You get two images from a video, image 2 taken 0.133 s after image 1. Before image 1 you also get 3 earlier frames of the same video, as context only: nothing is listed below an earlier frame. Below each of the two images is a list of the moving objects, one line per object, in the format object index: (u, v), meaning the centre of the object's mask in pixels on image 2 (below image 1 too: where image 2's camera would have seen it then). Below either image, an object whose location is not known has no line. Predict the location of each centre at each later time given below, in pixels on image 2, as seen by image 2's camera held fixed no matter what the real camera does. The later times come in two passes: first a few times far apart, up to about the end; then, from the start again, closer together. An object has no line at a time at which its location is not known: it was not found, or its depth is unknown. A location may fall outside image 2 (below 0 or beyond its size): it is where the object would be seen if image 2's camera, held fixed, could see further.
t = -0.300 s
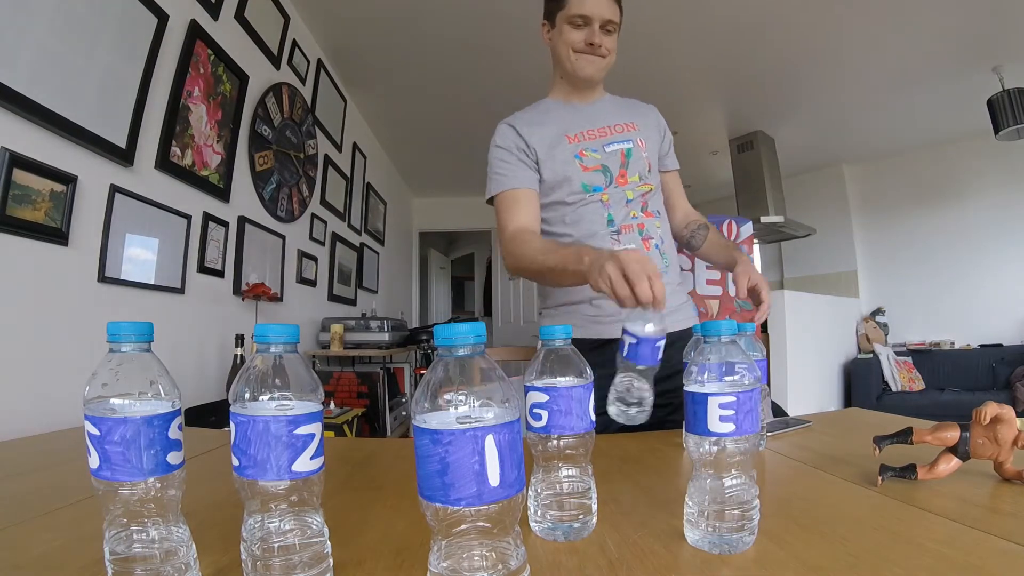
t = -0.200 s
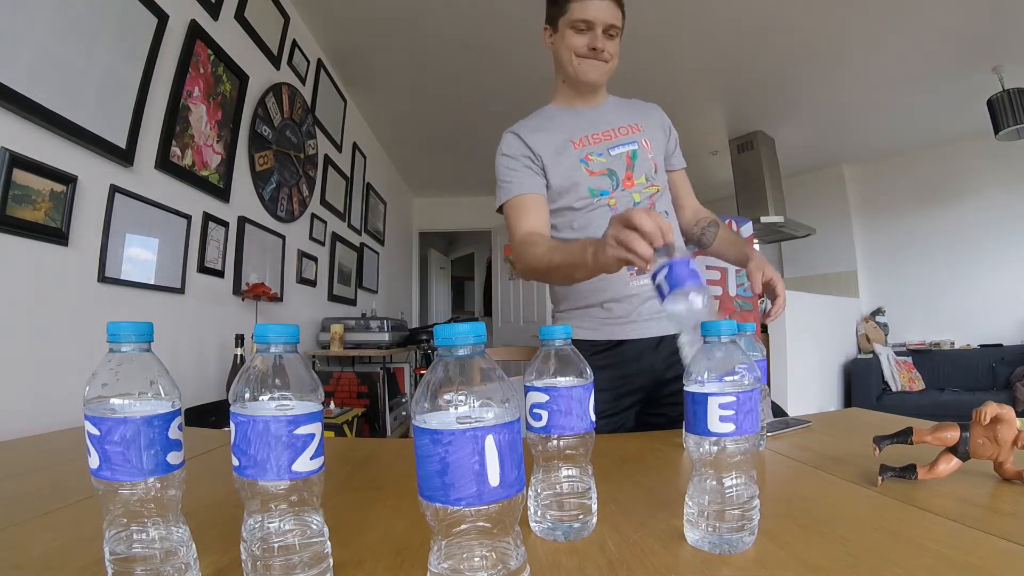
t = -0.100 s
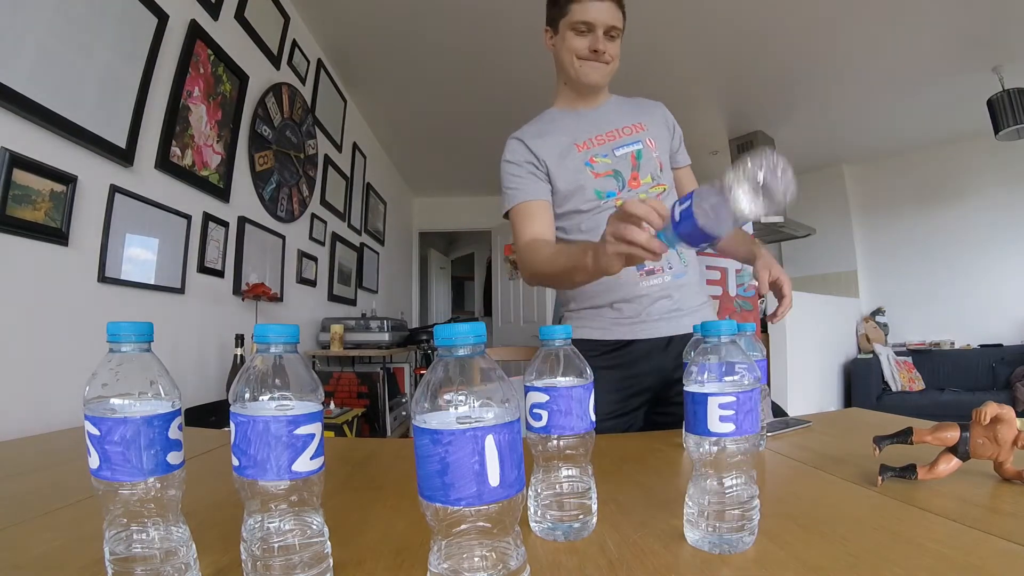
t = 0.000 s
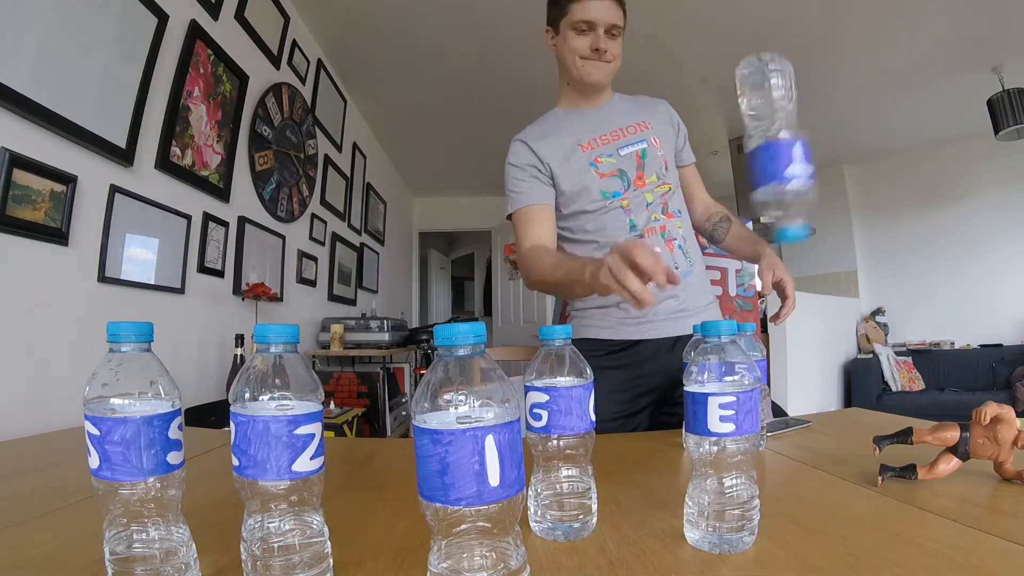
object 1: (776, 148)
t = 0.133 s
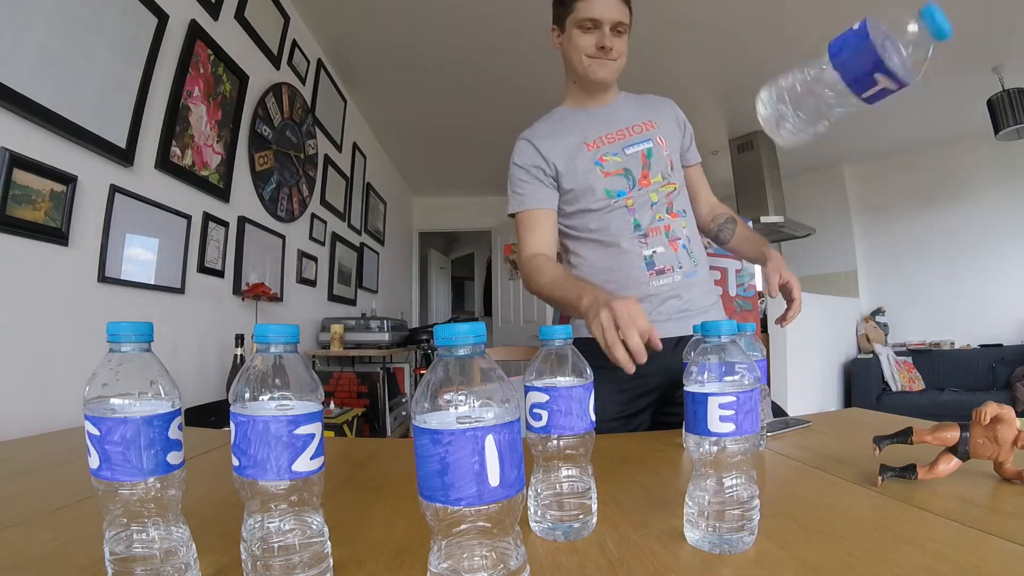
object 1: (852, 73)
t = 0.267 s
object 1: (909, 265)
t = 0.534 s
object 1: (939, 442)
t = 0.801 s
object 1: (940, 442)
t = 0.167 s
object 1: (858, 90)
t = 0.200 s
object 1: (872, 123)
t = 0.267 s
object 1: (909, 265)
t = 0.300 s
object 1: (925, 370)
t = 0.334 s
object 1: (931, 437)
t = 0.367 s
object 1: (929, 444)
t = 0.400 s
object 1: (925, 443)
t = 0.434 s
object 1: (926, 443)
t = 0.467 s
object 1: (929, 443)
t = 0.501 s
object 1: (936, 443)
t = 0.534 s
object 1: (939, 442)
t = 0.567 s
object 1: (940, 443)
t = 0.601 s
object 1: (940, 442)
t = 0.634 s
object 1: (940, 442)
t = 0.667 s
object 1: (940, 442)
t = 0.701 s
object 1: (940, 442)
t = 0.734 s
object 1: (940, 442)
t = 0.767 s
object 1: (940, 442)
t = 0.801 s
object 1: (940, 442)
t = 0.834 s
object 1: (940, 442)
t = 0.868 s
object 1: (940, 442)
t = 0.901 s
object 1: (940, 442)
